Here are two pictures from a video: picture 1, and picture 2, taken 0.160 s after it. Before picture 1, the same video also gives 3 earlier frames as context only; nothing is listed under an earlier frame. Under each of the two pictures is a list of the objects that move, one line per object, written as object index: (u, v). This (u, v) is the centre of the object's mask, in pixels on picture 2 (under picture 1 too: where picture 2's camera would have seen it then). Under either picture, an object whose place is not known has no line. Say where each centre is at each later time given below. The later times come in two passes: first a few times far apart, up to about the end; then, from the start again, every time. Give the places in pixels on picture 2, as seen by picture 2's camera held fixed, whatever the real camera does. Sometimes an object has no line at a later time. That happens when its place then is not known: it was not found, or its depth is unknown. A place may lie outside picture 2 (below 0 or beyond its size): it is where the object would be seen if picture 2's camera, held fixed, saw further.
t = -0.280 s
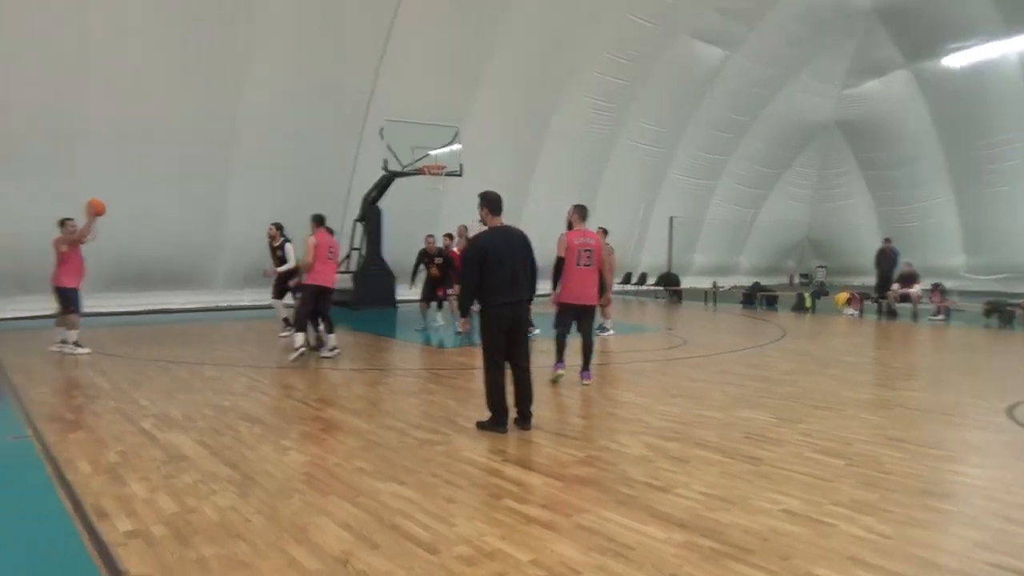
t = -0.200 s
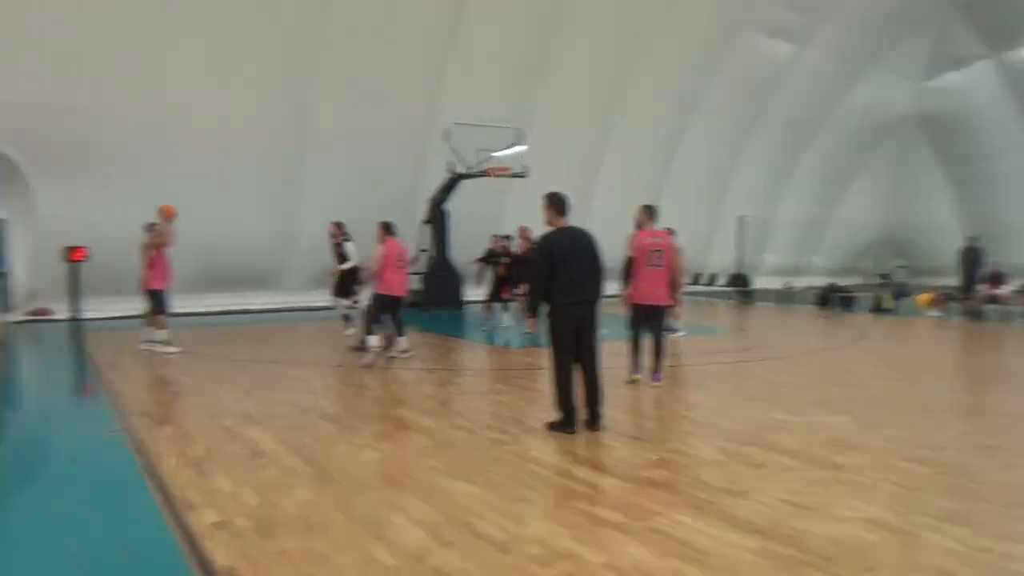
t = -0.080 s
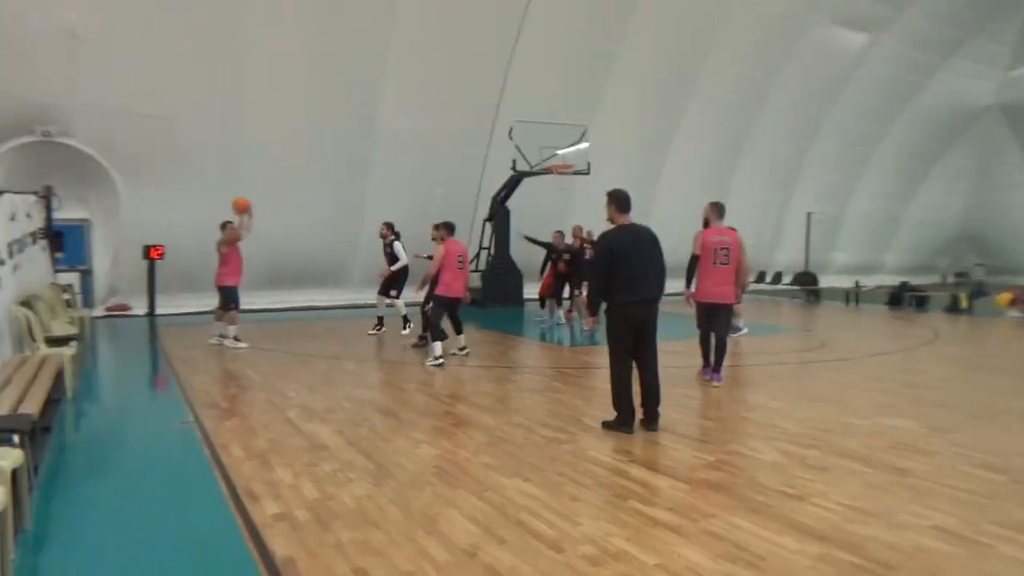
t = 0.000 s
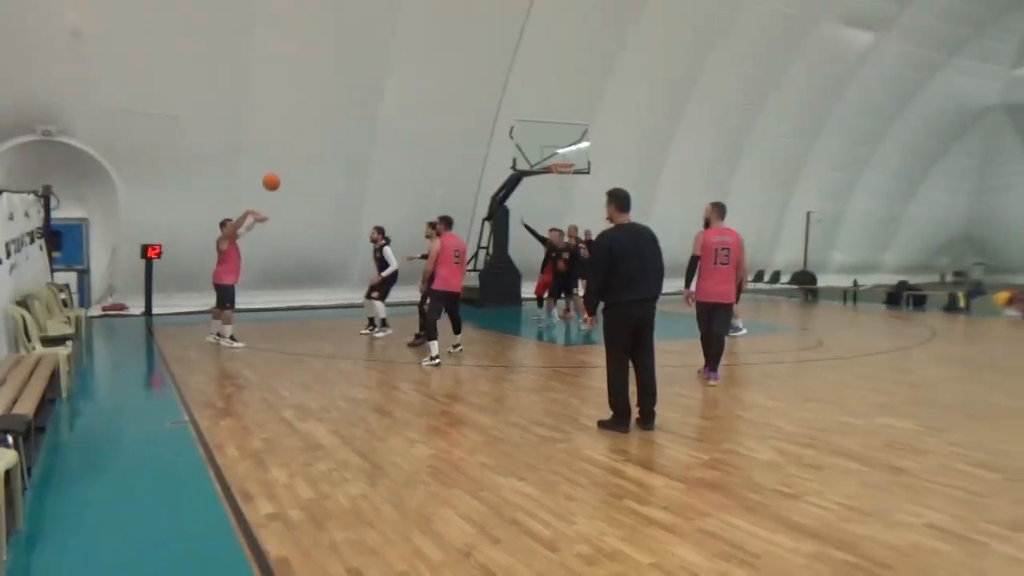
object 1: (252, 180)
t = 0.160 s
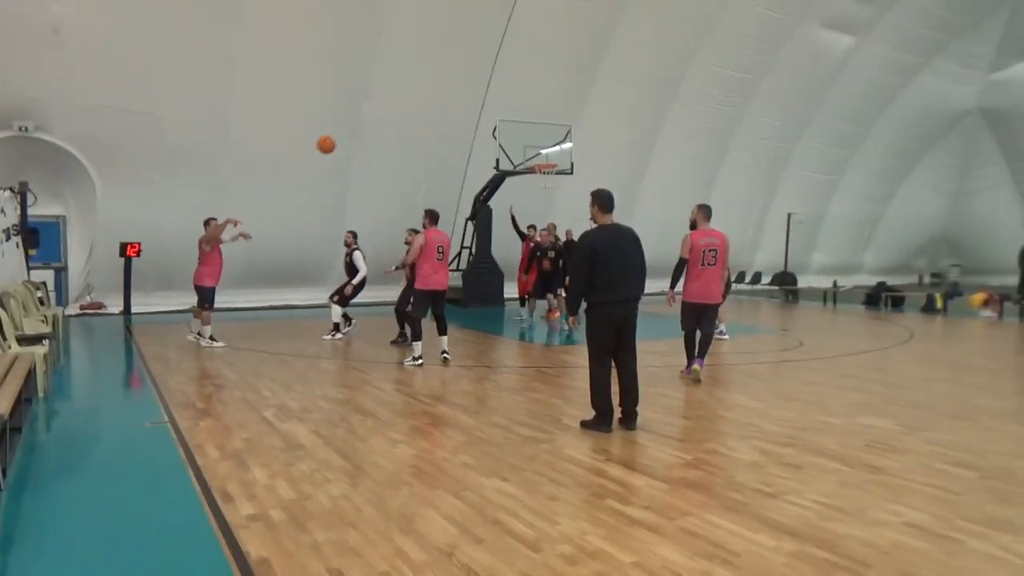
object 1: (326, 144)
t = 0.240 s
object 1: (365, 133)
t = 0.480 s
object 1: (494, 122)
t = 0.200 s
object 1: (345, 138)
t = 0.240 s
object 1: (365, 133)
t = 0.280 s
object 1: (385, 128)
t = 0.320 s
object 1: (406, 125)
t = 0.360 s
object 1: (427, 122)
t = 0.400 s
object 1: (449, 121)
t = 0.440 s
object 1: (471, 121)
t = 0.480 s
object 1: (494, 122)
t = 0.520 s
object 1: (517, 126)
